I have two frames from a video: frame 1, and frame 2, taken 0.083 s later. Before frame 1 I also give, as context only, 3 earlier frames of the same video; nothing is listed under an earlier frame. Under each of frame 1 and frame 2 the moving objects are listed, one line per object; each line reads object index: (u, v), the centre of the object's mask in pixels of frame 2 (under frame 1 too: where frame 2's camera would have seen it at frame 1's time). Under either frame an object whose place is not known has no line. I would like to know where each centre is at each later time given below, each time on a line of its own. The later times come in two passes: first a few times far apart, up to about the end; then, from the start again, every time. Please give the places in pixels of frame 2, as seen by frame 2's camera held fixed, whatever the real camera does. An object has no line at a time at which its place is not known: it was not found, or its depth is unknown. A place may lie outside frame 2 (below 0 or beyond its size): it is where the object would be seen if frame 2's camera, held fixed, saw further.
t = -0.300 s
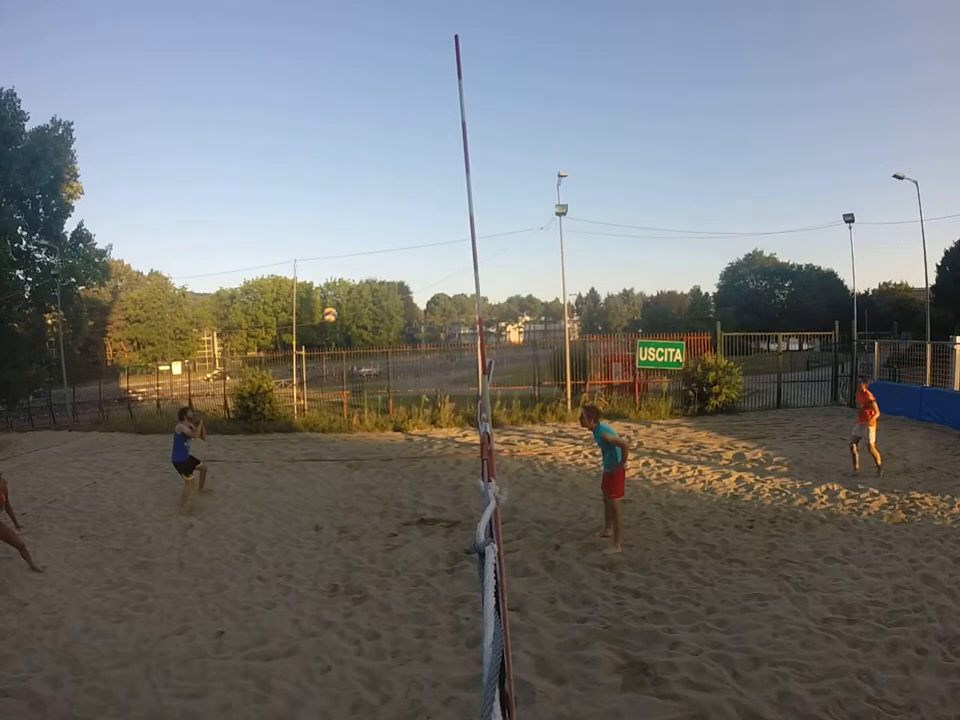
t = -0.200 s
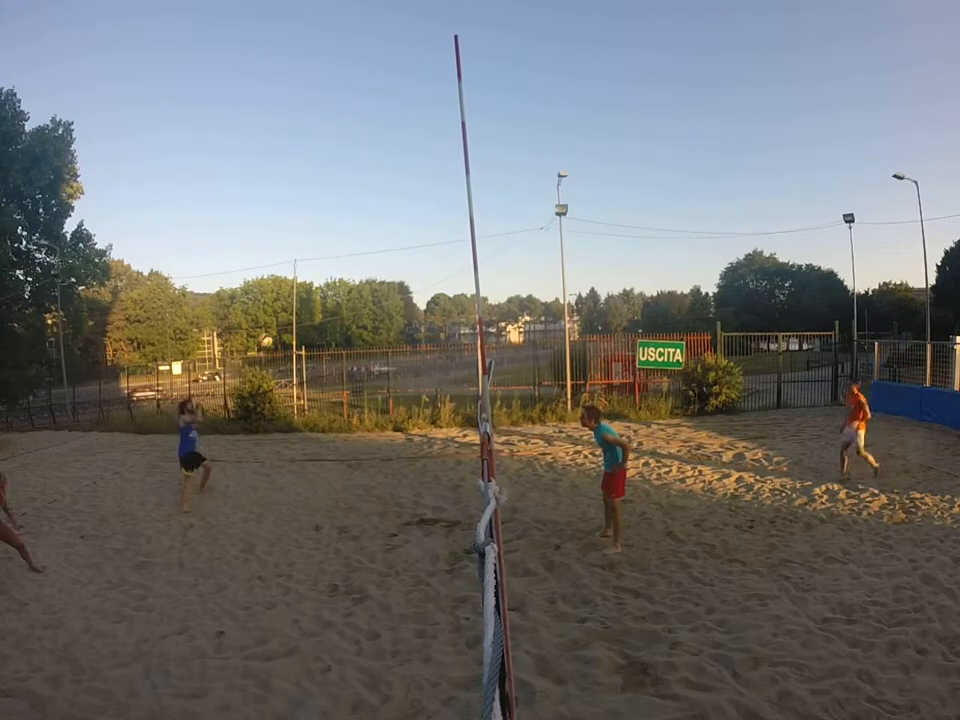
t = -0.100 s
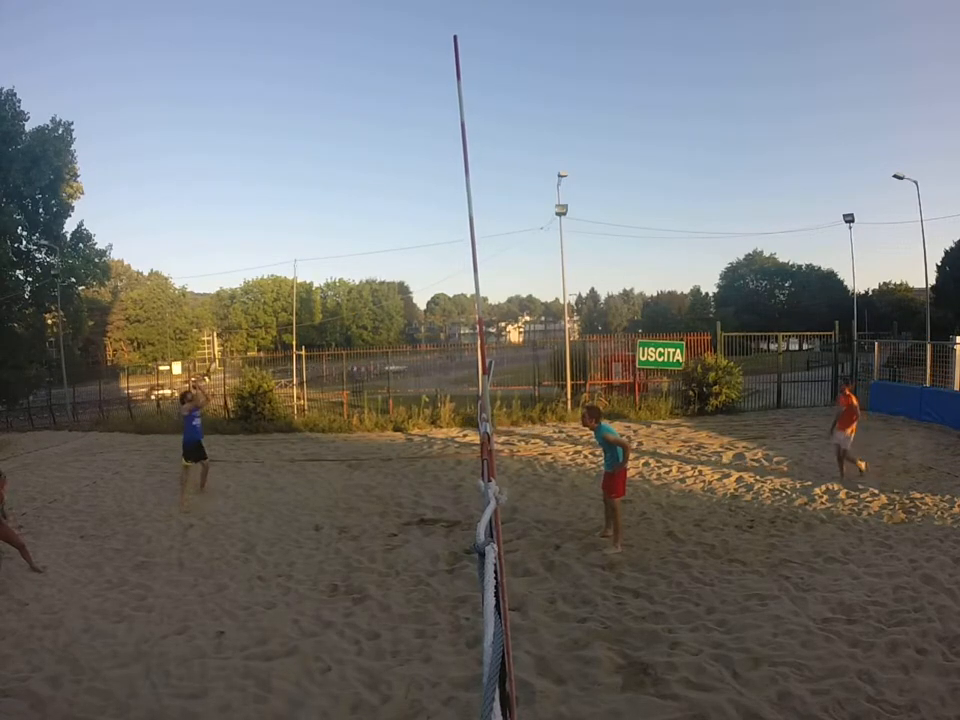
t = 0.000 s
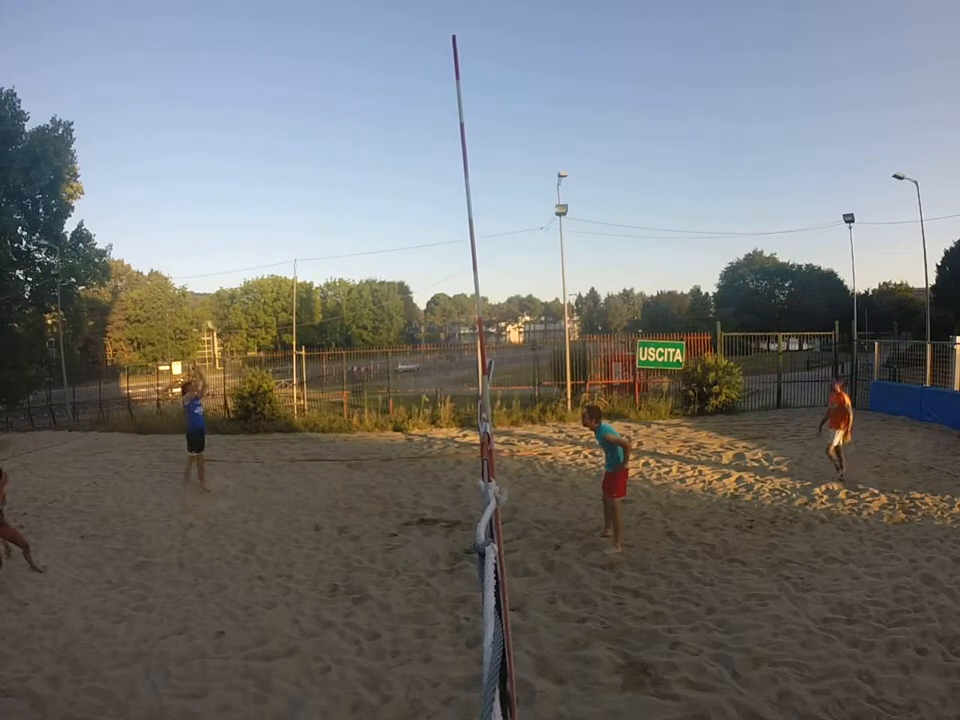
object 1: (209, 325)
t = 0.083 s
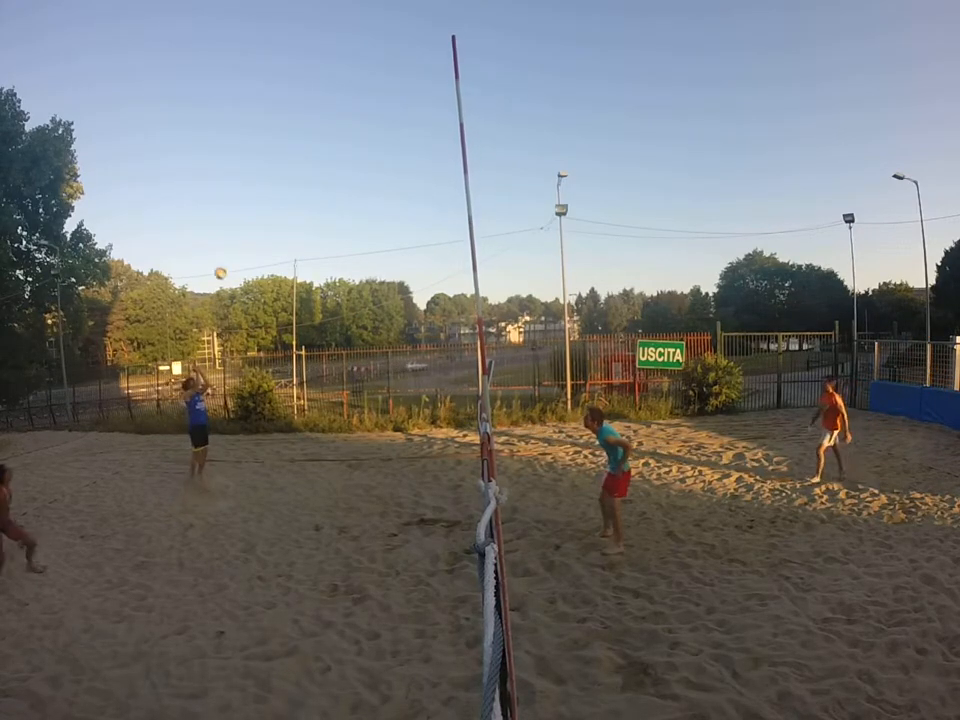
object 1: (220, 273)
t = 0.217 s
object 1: (245, 197)
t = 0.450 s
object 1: (296, 97)
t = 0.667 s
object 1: (342, 41)
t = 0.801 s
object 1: (368, 20)
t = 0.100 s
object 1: (223, 263)
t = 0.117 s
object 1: (226, 253)
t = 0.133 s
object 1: (228, 243)
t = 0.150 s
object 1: (231, 233)
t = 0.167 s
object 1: (235, 224)
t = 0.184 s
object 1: (238, 215)
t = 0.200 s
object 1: (242, 206)
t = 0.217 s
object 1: (245, 197)
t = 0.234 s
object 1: (249, 188)
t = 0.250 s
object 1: (252, 180)
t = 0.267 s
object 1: (255, 172)
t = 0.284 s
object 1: (259, 163)
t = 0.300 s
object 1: (263, 156)
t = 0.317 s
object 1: (267, 149)
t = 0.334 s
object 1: (270, 142)
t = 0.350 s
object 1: (274, 135)
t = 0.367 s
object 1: (278, 128)
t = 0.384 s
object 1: (282, 122)
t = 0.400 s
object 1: (286, 115)
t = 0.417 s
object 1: (289, 109)
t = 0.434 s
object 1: (293, 103)
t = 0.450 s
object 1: (296, 97)
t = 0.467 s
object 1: (300, 92)
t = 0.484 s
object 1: (303, 87)
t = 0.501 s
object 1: (306, 82)
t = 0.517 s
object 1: (311, 77)
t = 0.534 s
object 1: (314, 73)
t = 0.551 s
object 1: (318, 68)
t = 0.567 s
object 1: (321, 64)
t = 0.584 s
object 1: (325, 59)
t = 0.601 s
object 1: (328, 55)
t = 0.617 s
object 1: (332, 52)
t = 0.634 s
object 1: (335, 48)
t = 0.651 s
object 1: (338, 44)
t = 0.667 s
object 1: (342, 41)
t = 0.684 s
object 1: (344, 38)
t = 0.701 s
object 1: (348, 35)
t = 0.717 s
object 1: (351, 32)
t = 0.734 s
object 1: (355, 29)
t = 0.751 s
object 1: (359, 27)
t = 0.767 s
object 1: (362, 25)
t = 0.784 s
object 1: (365, 22)
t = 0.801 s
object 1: (368, 20)
